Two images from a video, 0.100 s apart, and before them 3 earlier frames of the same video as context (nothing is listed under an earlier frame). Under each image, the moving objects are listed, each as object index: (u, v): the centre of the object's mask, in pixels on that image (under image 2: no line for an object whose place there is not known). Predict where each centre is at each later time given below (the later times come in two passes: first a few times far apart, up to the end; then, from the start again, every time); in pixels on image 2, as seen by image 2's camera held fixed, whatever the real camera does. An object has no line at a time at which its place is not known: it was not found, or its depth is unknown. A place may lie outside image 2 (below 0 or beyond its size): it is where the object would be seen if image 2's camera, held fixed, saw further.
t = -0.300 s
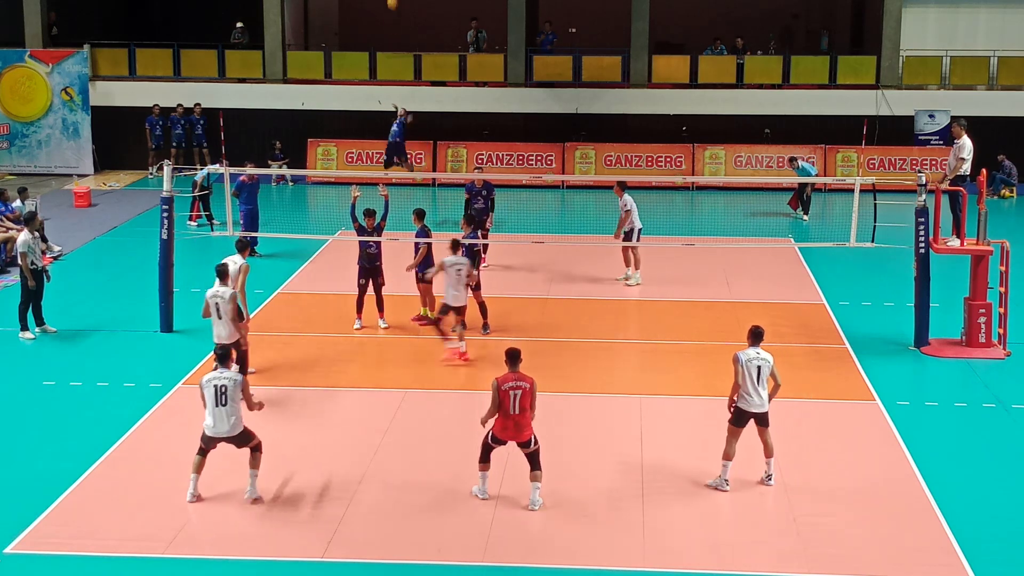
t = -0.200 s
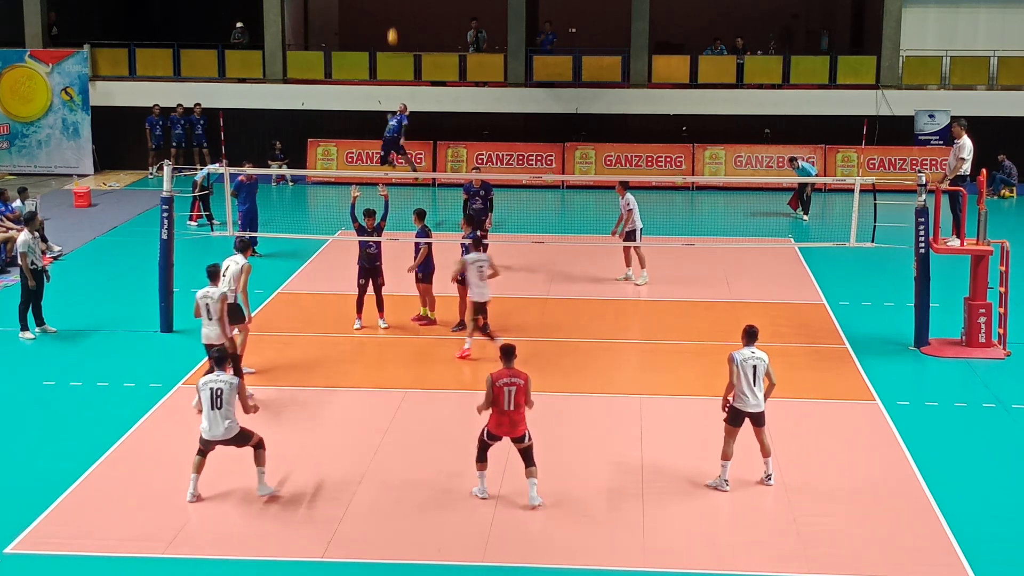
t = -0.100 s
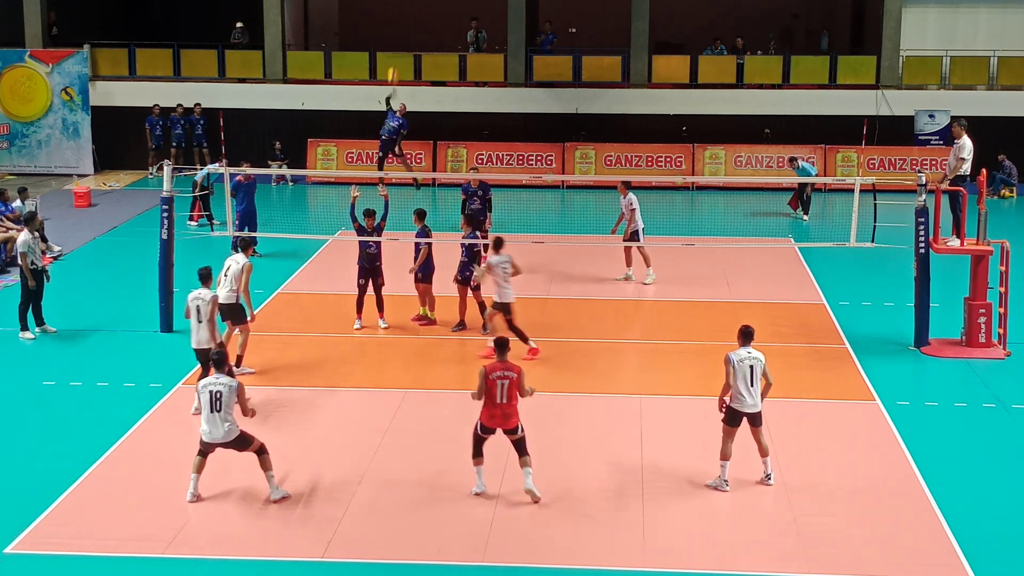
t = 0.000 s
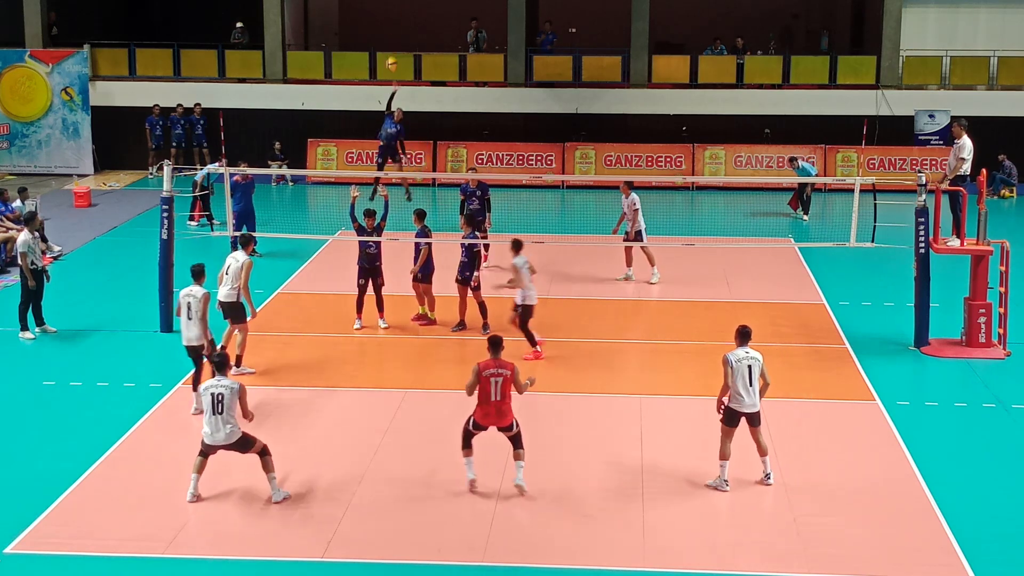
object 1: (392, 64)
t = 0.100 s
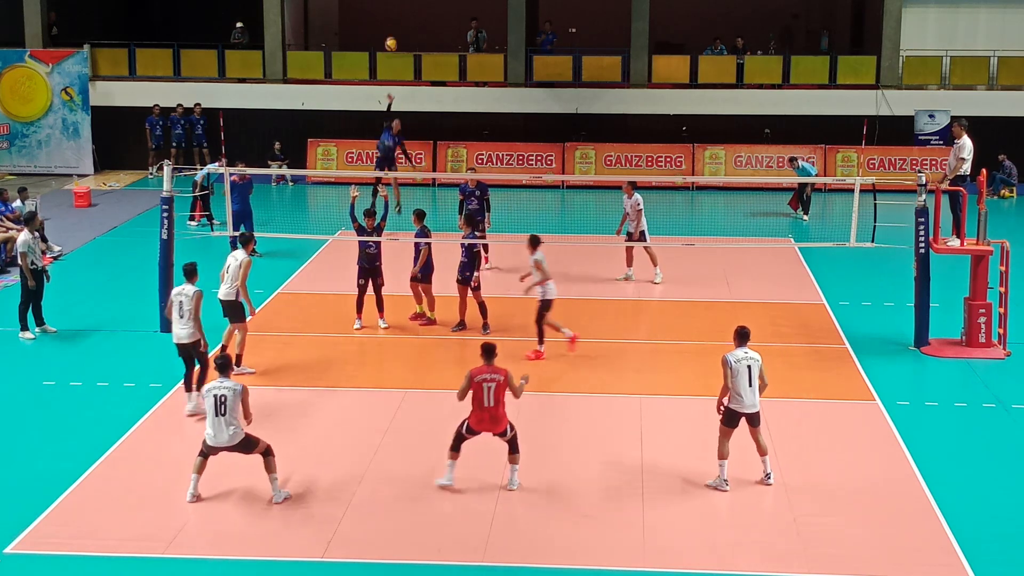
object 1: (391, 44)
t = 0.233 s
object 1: (391, 28)
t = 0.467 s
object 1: (396, 32)
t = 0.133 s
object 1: (391, 39)
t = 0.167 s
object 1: (391, 34)
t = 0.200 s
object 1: (391, 31)
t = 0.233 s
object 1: (391, 28)
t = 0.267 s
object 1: (392, 25)
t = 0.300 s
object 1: (392, 24)
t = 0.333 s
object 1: (393, 24)
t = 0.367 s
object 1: (393, 24)
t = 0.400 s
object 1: (394, 26)
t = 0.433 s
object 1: (395, 28)
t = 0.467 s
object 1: (396, 32)
